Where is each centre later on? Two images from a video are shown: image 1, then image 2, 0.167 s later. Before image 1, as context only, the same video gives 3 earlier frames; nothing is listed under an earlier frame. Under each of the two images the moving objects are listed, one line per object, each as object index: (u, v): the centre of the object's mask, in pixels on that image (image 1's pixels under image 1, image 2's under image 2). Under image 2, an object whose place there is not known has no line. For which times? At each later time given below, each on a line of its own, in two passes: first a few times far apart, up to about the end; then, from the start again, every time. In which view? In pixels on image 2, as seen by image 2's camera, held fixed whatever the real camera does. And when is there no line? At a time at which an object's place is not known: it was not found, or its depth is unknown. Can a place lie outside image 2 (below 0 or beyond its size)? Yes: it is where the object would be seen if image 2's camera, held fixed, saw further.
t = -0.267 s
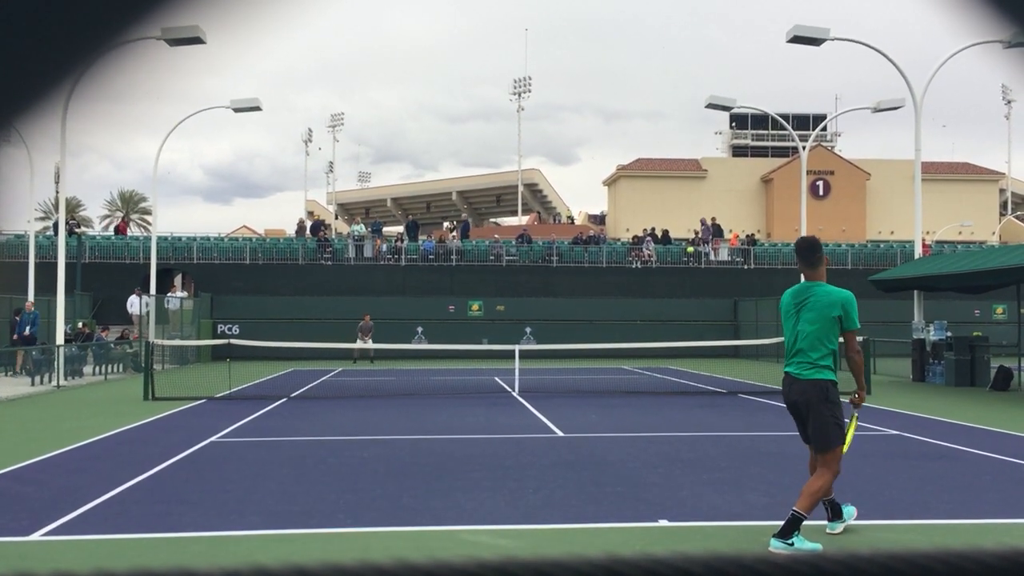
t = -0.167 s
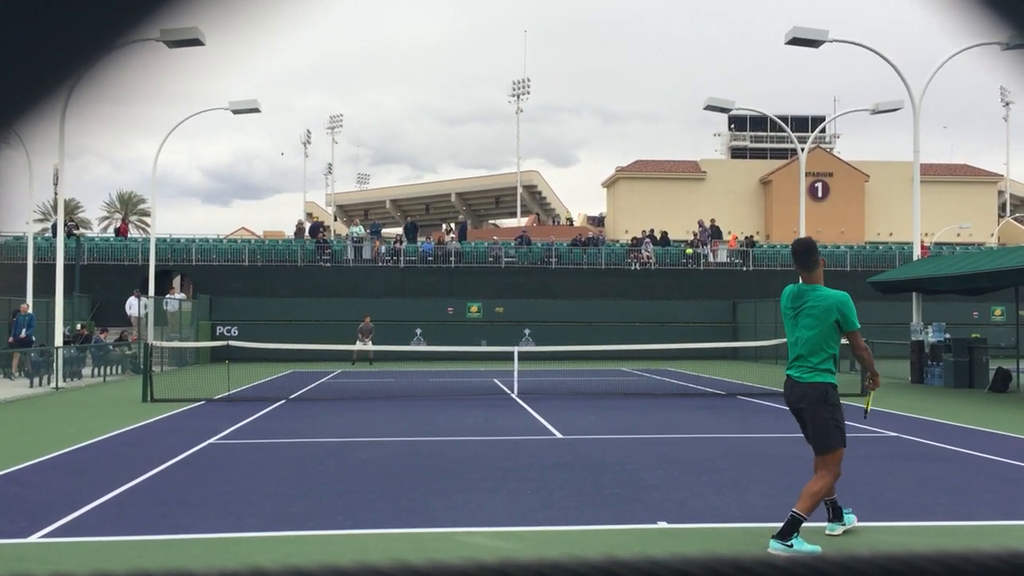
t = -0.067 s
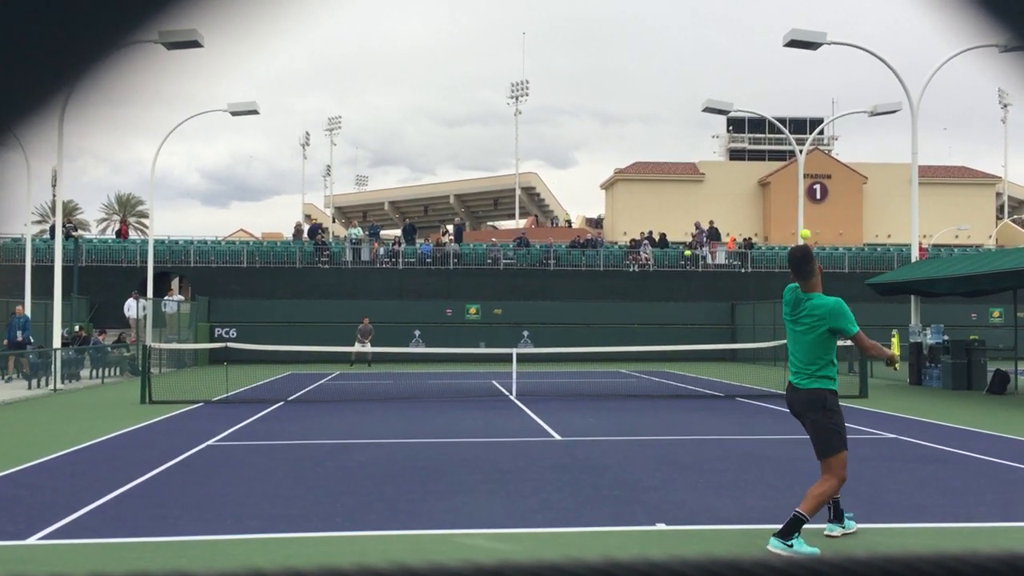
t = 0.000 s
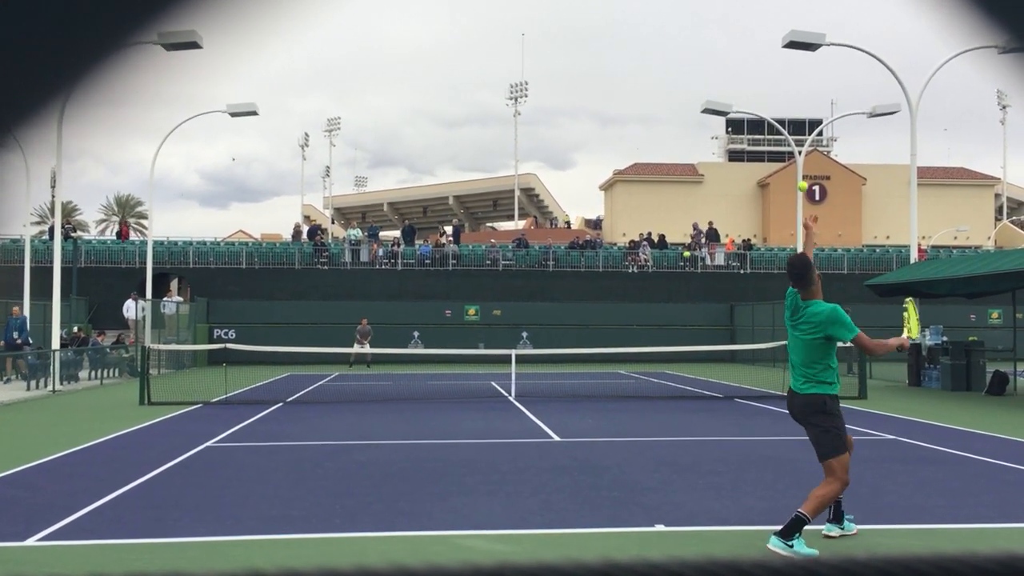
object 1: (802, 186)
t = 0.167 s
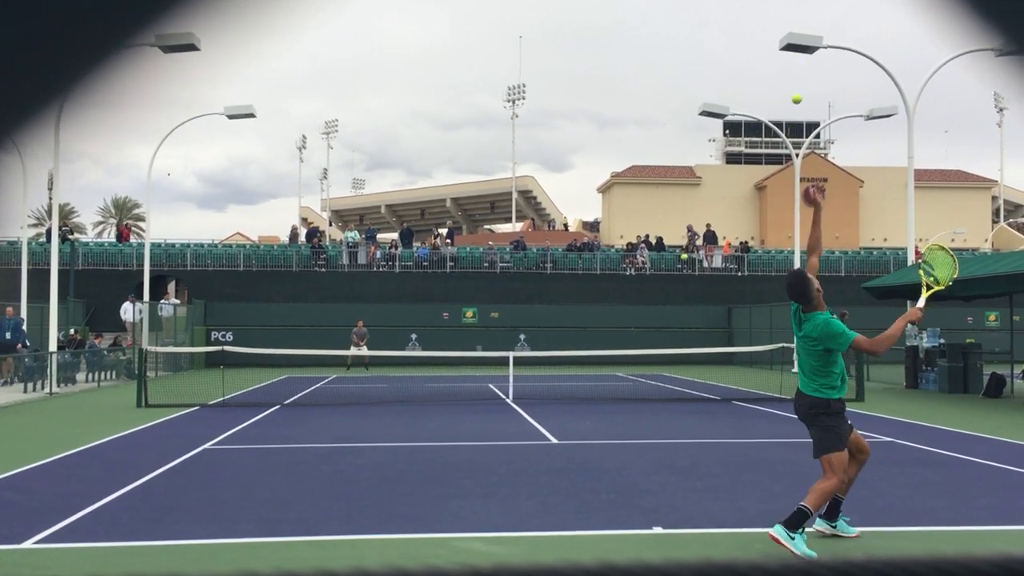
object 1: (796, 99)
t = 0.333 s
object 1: (794, 52)
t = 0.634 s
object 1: (791, 65)
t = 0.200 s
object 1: (796, 86)
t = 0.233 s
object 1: (796, 75)
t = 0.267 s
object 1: (795, 66)
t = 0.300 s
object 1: (795, 58)
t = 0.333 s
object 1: (794, 52)
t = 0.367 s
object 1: (794, 47)
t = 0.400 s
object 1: (793, 44)
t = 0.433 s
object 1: (793, 43)
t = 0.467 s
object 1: (792, 43)
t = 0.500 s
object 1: (792, 44)
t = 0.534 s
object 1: (792, 47)
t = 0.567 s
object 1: (792, 51)
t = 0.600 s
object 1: (791, 57)
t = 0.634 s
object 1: (791, 65)
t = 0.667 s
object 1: (790, 73)
